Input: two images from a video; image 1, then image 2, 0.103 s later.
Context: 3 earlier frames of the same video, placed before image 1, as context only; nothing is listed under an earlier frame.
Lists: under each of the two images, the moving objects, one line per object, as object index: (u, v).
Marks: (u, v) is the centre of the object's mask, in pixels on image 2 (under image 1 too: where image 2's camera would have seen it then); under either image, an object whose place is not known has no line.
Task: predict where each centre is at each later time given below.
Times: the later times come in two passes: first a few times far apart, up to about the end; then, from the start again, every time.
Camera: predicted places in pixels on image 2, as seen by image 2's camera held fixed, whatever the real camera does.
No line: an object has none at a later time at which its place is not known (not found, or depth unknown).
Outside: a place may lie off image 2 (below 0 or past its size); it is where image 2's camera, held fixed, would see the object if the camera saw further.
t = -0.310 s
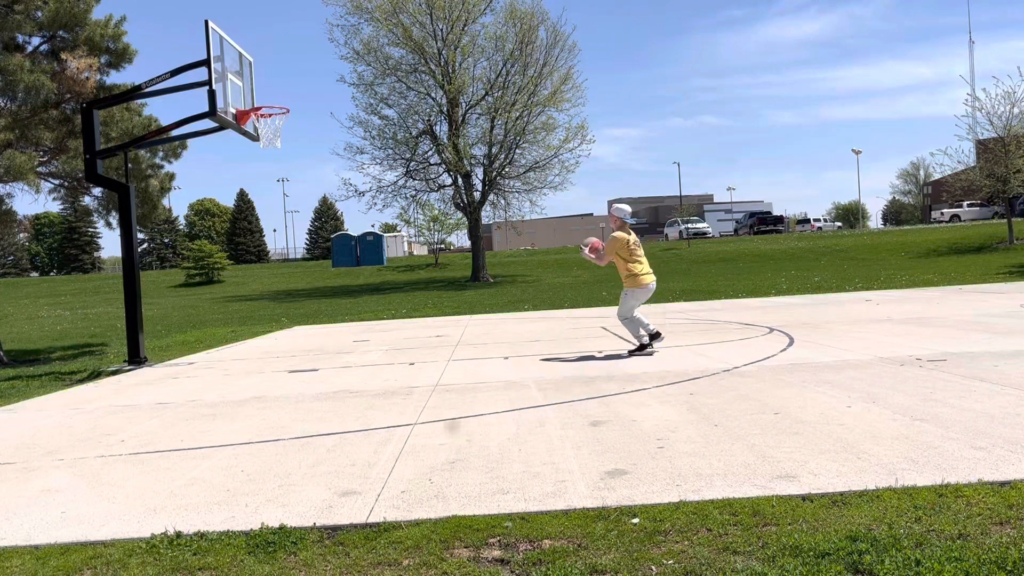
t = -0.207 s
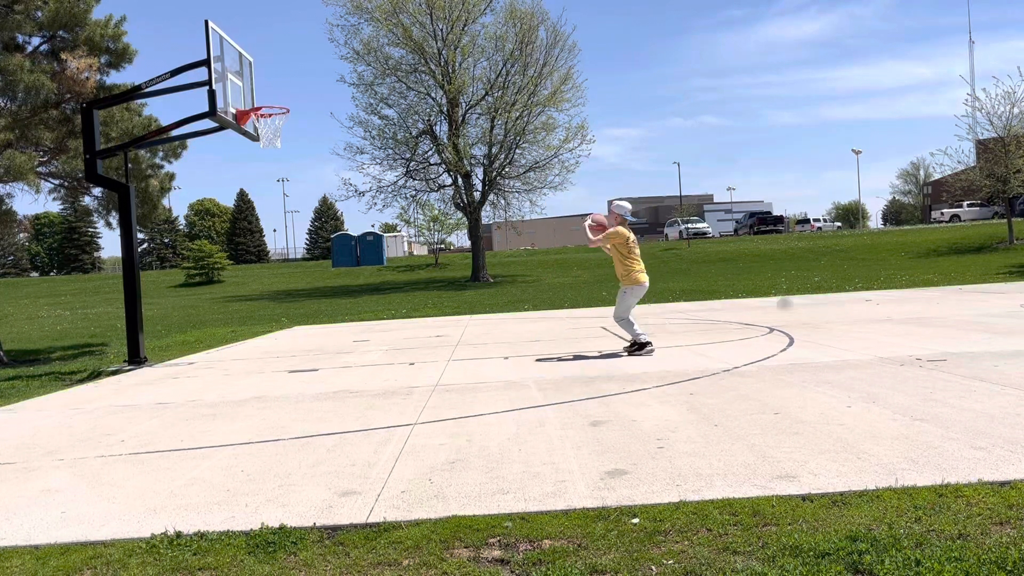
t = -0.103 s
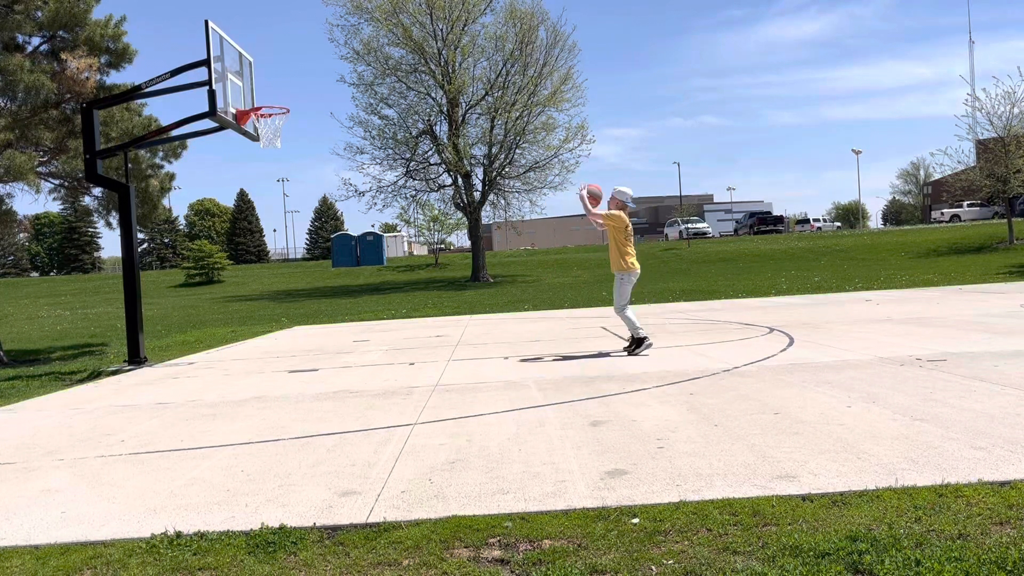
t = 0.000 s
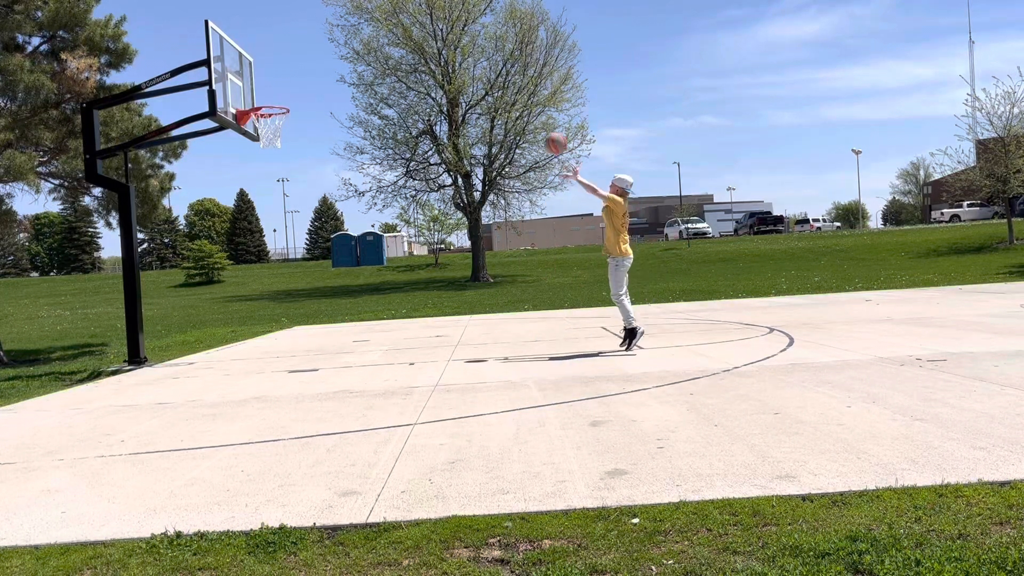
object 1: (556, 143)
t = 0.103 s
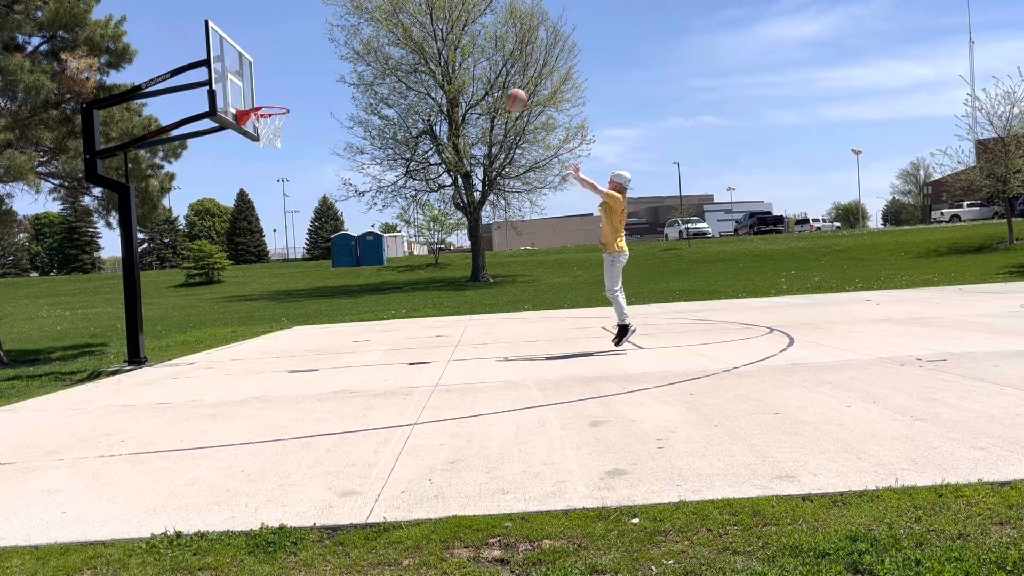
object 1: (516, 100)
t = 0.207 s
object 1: (479, 68)
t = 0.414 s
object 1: (411, 32)
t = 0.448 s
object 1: (401, 30)
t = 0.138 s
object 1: (503, 87)
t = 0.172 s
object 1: (491, 77)
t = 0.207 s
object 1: (479, 68)
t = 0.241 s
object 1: (467, 59)
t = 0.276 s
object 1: (455, 51)
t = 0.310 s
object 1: (444, 45)
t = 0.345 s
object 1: (433, 40)
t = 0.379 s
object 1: (421, 35)
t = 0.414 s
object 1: (411, 32)
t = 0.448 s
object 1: (401, 30)
